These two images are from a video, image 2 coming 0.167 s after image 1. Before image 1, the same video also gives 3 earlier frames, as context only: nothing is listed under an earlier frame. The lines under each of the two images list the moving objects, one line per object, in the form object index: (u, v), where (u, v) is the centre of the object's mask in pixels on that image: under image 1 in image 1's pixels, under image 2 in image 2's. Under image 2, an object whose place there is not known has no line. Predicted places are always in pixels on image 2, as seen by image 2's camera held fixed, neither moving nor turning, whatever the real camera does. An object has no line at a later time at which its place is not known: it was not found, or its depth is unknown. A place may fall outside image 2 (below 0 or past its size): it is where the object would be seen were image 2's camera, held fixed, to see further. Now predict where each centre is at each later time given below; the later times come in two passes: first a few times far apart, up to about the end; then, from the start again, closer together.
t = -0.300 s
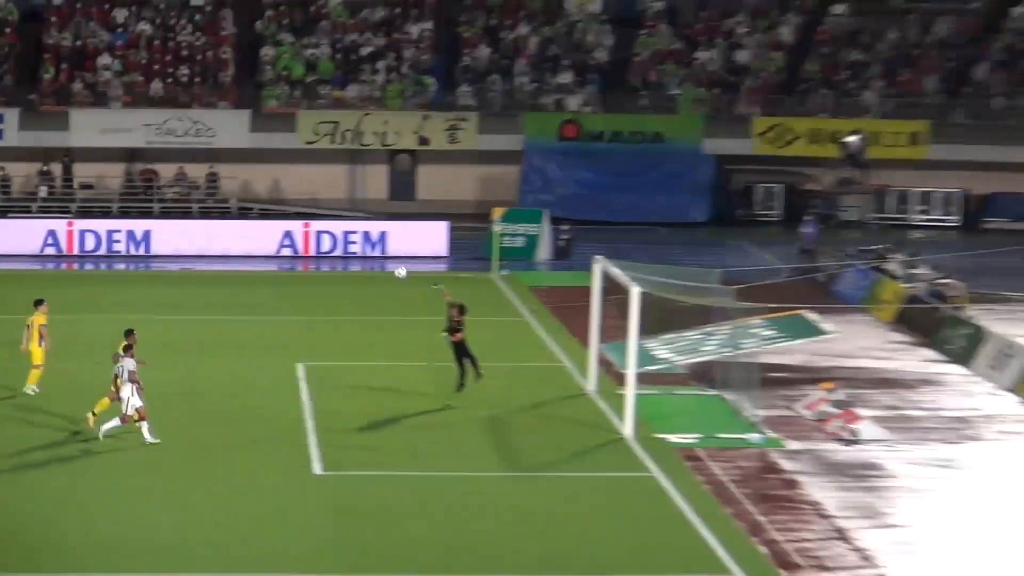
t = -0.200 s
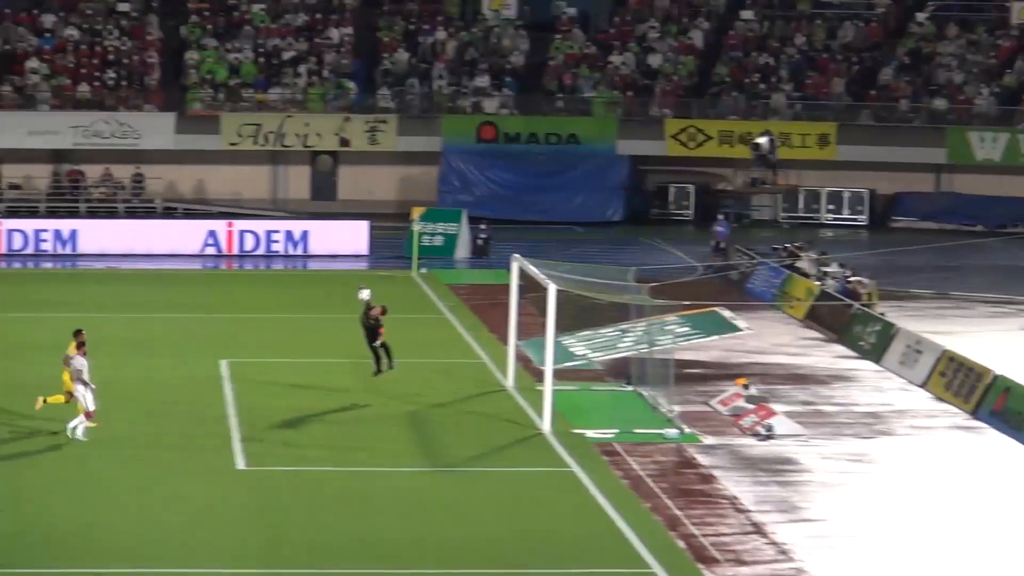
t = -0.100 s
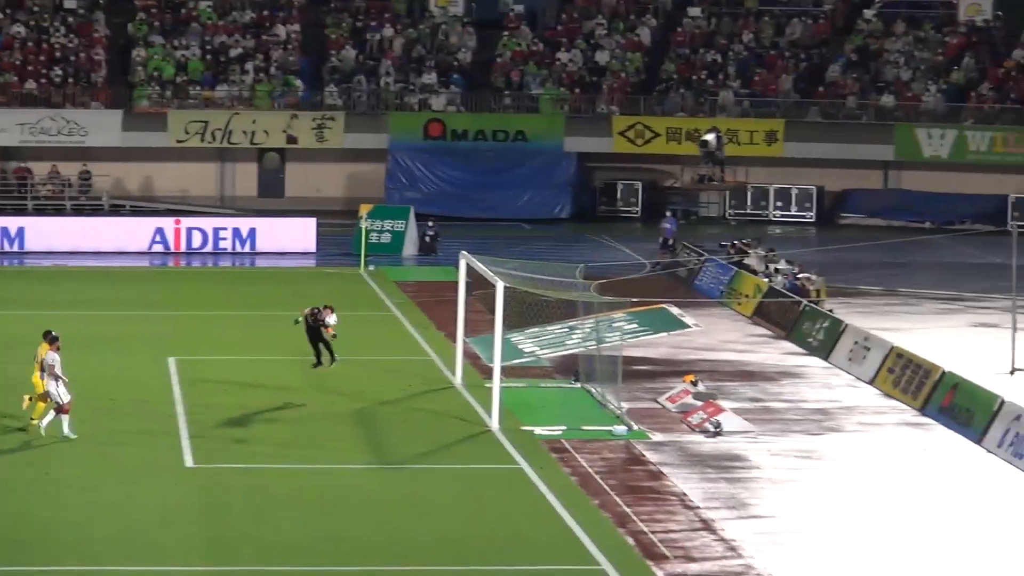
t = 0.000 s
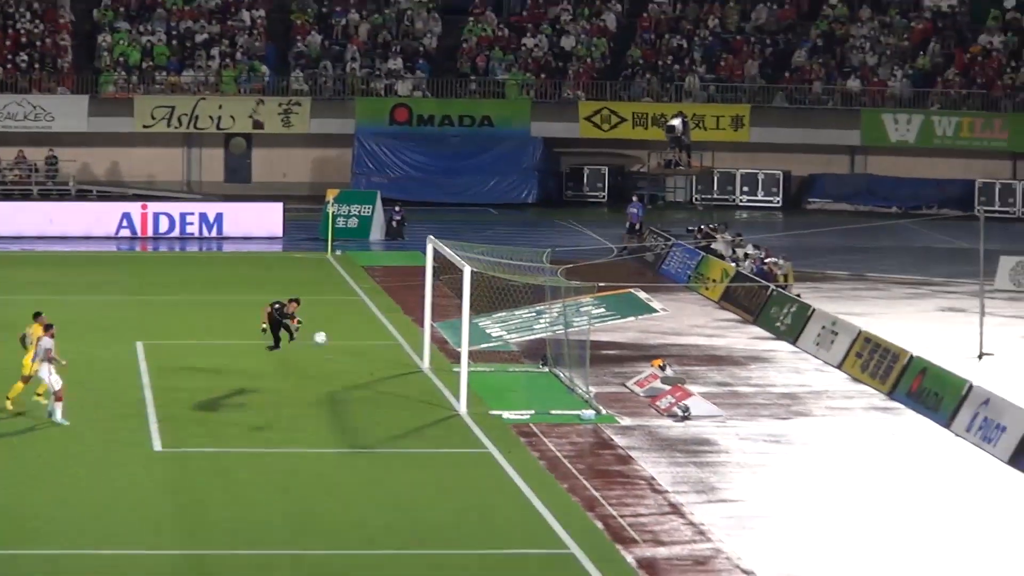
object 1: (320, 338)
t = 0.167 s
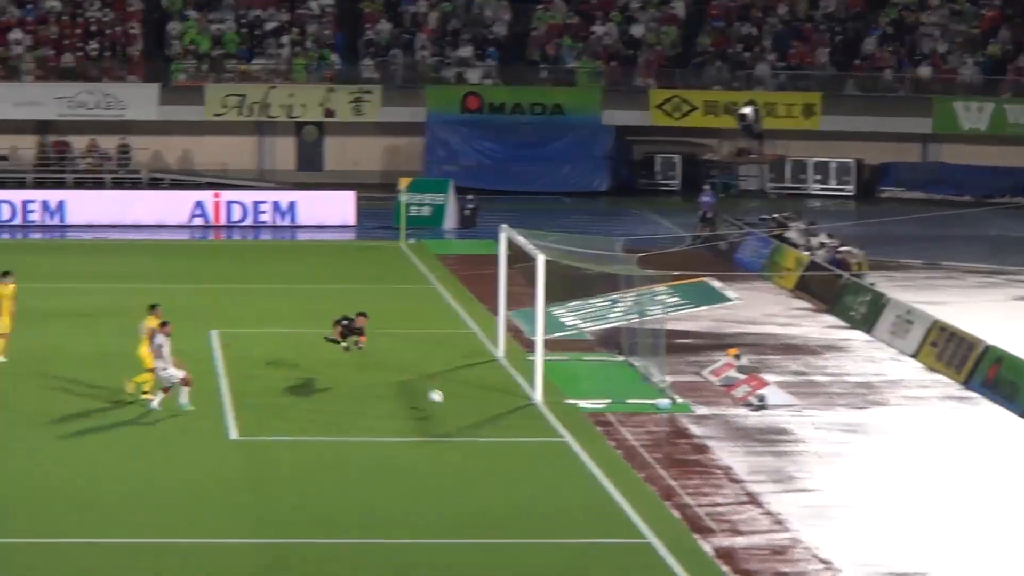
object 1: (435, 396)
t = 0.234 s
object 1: (450, 406)
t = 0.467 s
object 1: (496, 374)
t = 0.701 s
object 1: (546, 377)
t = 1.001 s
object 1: (618, 436)
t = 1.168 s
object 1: (658, 469)
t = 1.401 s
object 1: (698, 441)
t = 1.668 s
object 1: (747, 455)
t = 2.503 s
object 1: (915, 531)
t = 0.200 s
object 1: (444, 412)
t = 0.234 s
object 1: (450, 406)
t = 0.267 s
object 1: (457, 399)
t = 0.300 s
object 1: (464, 393)
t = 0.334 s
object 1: (470, 388)
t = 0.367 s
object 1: (475, 384)
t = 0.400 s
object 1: (483, 380)
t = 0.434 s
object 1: (490, 377)
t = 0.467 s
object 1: (496, 374)
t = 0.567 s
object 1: (516, 370)
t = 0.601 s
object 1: (524, 372)
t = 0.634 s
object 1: (530, 373)
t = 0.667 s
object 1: (538, 375)
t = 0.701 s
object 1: (546, 377)
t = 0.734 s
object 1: (554, 380)
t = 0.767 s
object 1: (561, 385)
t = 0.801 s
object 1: (570, 389)
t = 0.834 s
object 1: (578, 395)
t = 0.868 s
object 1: (585, 402)
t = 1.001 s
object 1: (618, 436)
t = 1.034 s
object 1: (627, 446)
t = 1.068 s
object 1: (635, 457)
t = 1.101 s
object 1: (644, 470)
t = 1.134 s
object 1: (652, 477)
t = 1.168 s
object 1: (658, 469)
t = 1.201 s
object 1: (663, 463)
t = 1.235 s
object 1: (669, 458)
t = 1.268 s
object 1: (674, 453)
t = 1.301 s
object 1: (680, 449)
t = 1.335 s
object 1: (686, 445)
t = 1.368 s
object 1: (692, 442)
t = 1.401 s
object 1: (698, 441)
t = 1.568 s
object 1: (728, 444)
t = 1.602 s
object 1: (734, 447)
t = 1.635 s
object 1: (742, 450)
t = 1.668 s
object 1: (747, 455)
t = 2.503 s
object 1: (915, 531)
